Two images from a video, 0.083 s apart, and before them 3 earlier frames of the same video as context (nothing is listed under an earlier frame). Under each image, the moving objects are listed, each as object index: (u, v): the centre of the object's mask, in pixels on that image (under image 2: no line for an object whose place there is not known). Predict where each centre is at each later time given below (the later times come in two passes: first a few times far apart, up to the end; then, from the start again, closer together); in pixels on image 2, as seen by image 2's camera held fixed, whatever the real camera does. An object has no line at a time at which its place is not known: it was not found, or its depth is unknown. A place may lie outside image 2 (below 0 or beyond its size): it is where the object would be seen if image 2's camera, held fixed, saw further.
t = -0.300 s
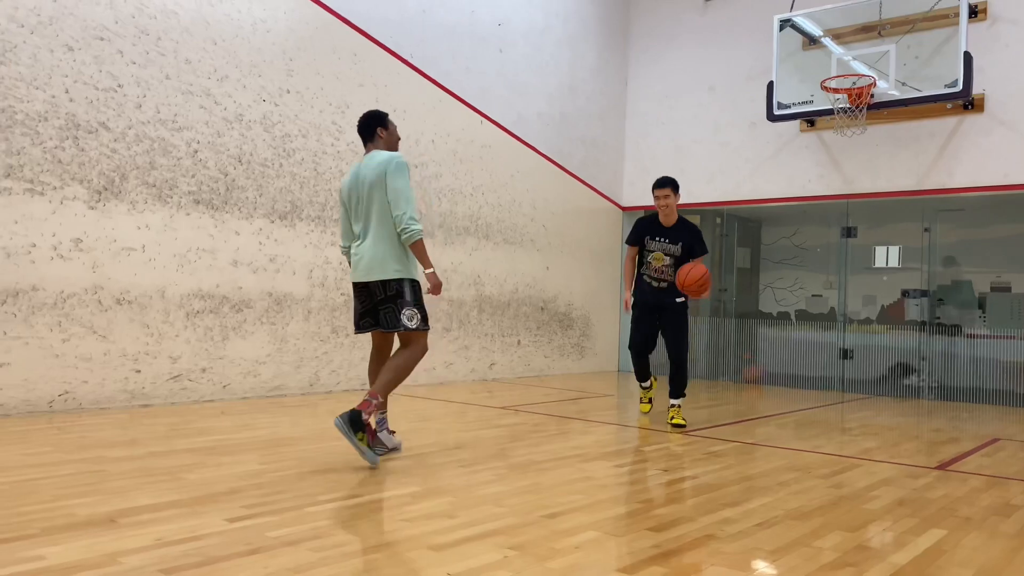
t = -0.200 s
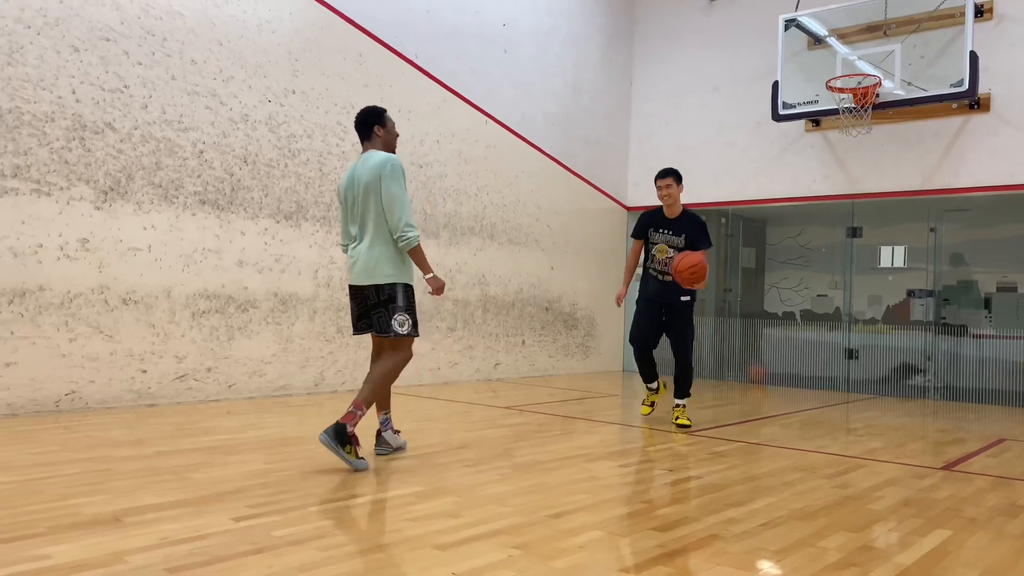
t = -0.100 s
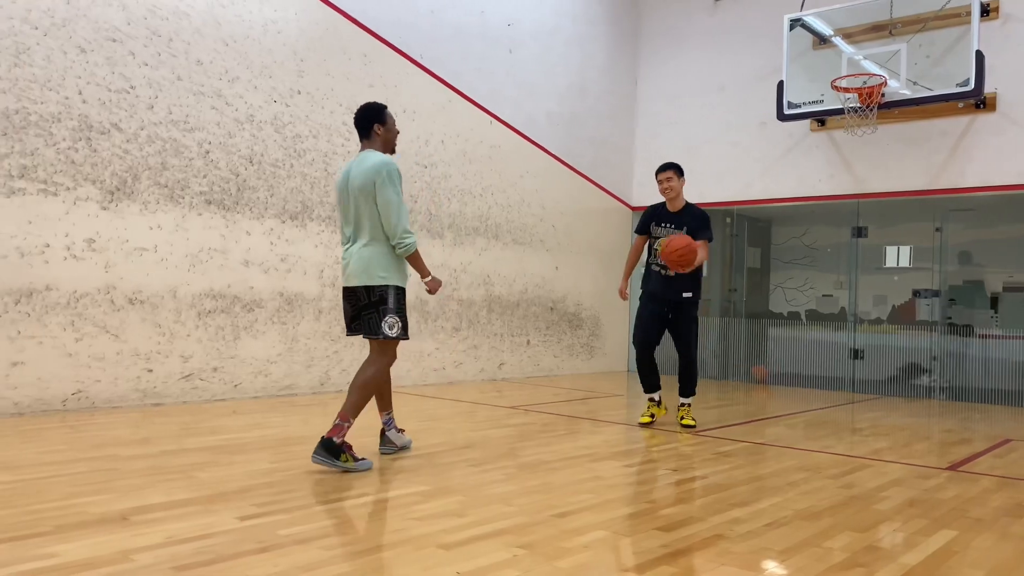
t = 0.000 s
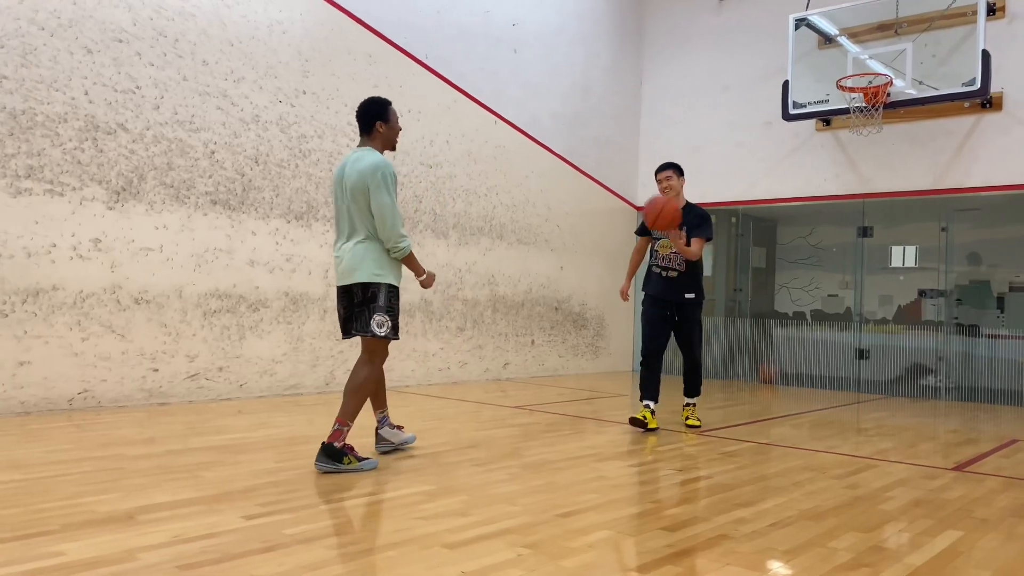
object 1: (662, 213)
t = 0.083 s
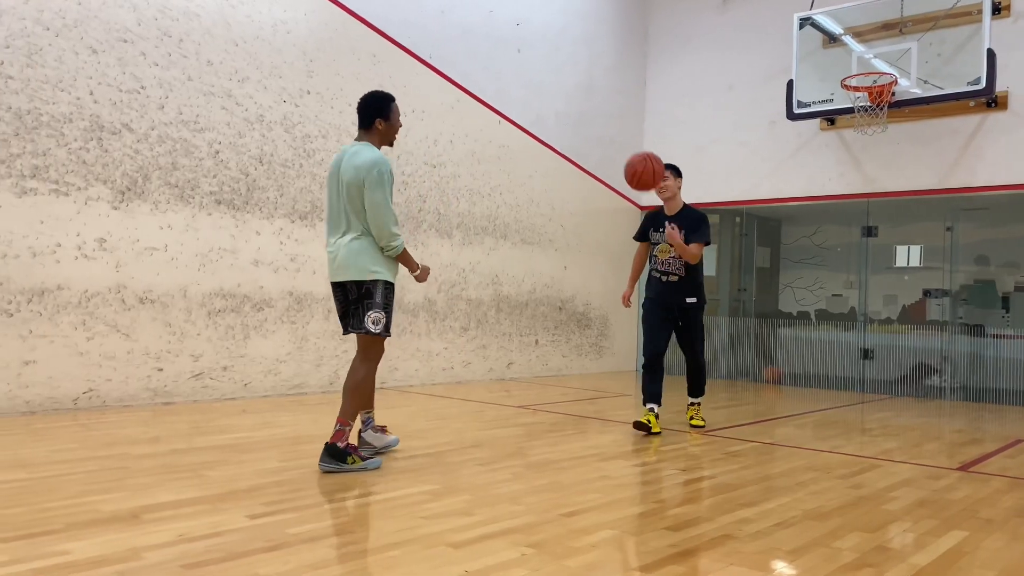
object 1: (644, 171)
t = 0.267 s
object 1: (590, 113)
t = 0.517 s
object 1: (499, 123)
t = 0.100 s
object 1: (639, 164)
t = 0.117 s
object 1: (635, 157)
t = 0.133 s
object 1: (630, 151)
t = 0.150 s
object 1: (626, 145)
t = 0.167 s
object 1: (621, 139)
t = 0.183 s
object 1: (616, 134)
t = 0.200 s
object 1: (611, 129)
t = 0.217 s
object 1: (606, 124)
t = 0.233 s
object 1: (601, 120)
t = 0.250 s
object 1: (596, 117)
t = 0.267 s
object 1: (590, 113)
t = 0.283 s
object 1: (585, 111)
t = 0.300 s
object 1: (579, 108)
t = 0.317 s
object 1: (574, 106)
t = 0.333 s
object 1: (568, 105)
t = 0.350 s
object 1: (562, 104)
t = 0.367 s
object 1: (557, 103)
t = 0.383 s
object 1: (551, 103)
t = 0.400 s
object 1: (545, 104)
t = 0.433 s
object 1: (532, 107)
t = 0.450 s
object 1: (526, 109)
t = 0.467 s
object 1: (519, 112)
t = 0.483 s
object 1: (512, 115)
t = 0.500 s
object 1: (506, 119)
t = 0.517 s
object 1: (499, 123)
